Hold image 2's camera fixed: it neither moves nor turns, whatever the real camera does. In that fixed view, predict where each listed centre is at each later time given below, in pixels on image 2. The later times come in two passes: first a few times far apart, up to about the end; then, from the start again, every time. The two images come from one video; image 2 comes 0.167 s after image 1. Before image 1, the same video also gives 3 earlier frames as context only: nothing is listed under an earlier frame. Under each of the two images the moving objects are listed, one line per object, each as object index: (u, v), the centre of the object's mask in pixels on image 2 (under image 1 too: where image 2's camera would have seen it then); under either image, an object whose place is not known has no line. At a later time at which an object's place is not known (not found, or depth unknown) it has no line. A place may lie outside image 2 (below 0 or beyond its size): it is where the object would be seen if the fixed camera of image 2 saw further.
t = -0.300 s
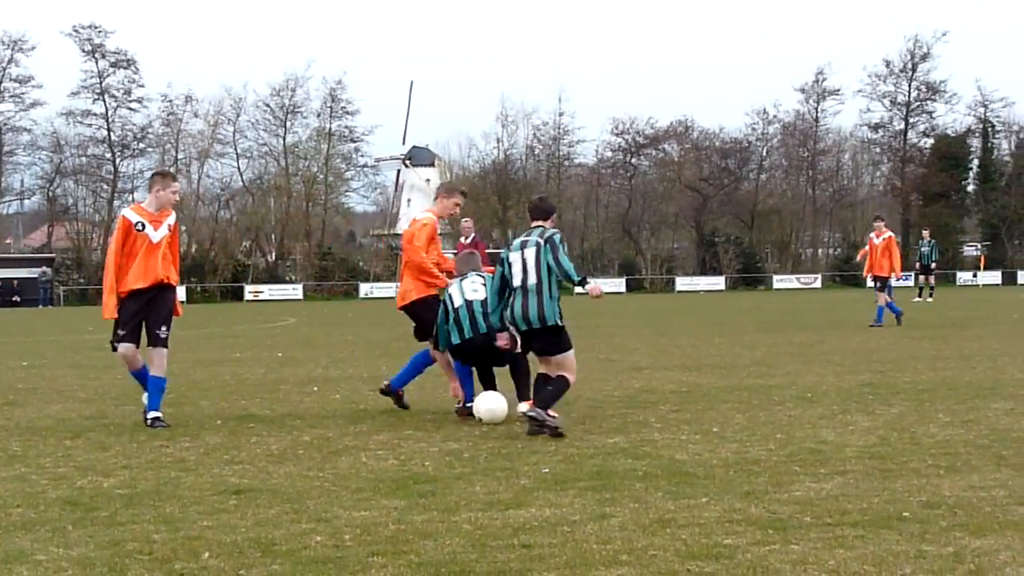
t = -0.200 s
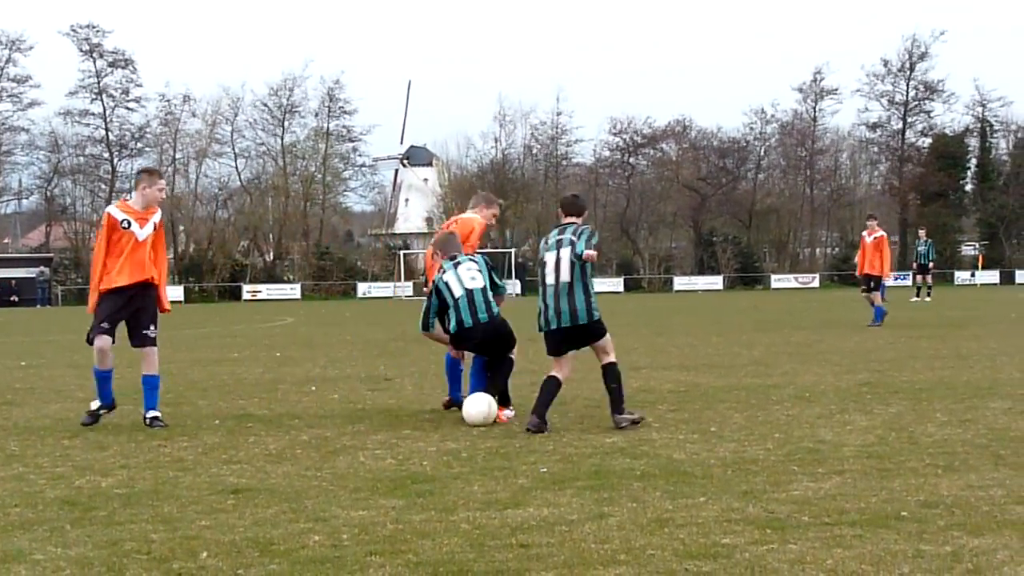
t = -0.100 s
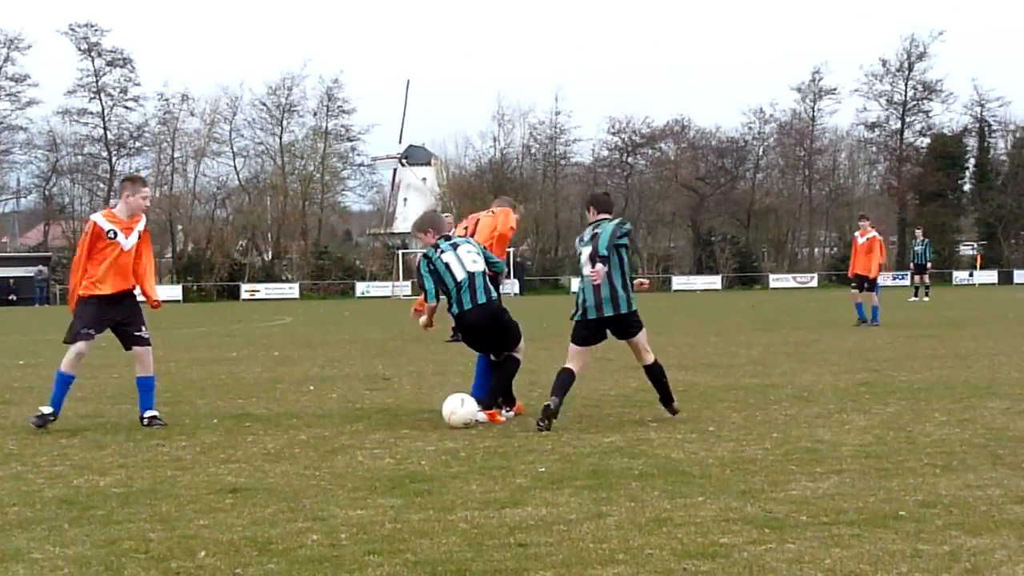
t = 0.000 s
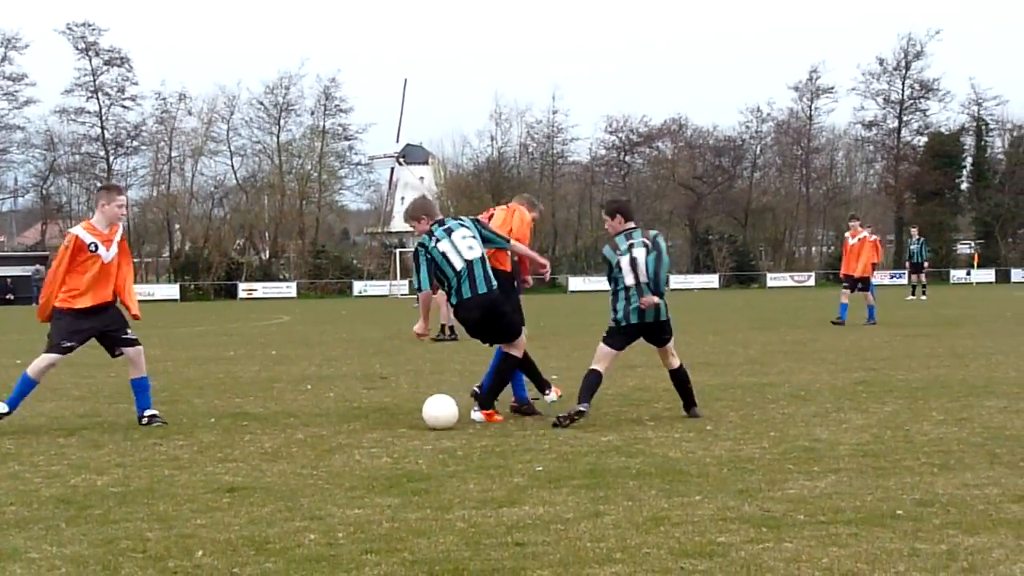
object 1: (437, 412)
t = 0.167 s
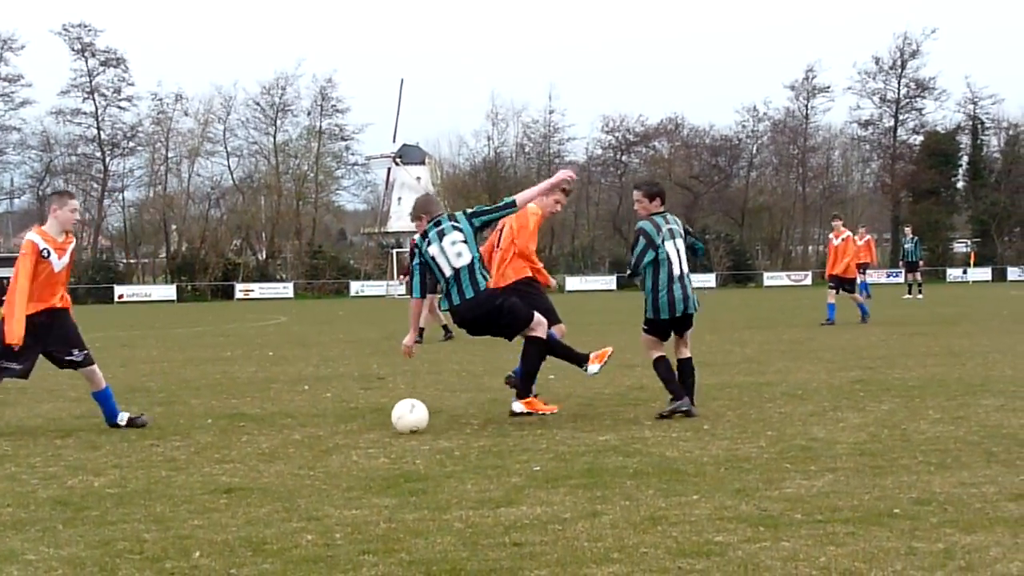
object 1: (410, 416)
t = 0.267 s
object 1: (394, 417)
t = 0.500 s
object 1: (361, 421)
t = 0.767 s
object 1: (324, 428)
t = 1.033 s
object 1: (287, 433)
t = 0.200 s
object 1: (404, 416)
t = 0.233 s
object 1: (399, 416)
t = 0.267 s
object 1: (394, 417)
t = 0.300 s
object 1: (390, 418)
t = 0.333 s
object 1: (385, 419)
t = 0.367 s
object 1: (380, 419)
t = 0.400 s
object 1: (375, 419)
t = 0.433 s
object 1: (370, 420)
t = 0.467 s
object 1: (365, 420)
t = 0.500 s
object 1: (361, 421)
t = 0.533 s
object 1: (356, 422)
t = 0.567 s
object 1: (351, 422)
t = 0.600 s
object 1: (346, 423)
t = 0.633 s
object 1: (342, 424)
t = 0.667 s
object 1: (337, 424)
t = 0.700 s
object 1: (333, 425)
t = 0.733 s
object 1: (328, 427)
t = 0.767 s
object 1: (324, 428)
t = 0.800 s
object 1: (319, 428)
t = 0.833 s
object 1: (315, 428)
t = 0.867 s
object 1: (310, 428)
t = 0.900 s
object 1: (305, 429)
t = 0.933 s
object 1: (301, 429)
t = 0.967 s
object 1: (296, 431)
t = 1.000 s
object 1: (291, 432)
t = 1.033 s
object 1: (287, 433)
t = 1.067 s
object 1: (283, 433)
